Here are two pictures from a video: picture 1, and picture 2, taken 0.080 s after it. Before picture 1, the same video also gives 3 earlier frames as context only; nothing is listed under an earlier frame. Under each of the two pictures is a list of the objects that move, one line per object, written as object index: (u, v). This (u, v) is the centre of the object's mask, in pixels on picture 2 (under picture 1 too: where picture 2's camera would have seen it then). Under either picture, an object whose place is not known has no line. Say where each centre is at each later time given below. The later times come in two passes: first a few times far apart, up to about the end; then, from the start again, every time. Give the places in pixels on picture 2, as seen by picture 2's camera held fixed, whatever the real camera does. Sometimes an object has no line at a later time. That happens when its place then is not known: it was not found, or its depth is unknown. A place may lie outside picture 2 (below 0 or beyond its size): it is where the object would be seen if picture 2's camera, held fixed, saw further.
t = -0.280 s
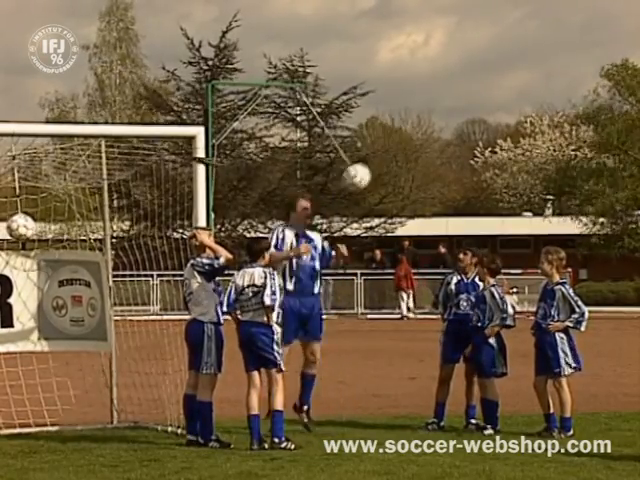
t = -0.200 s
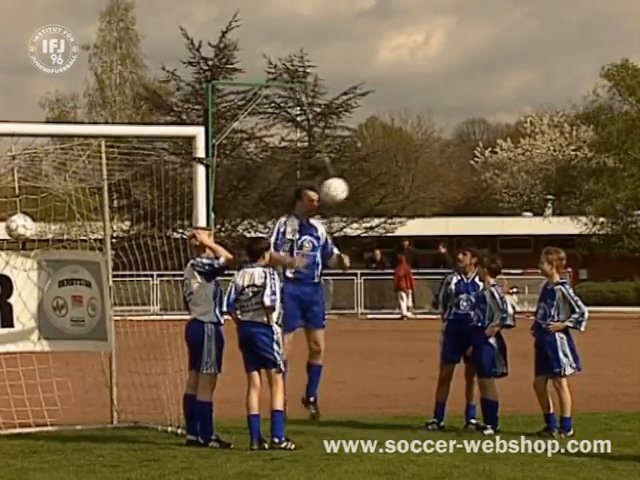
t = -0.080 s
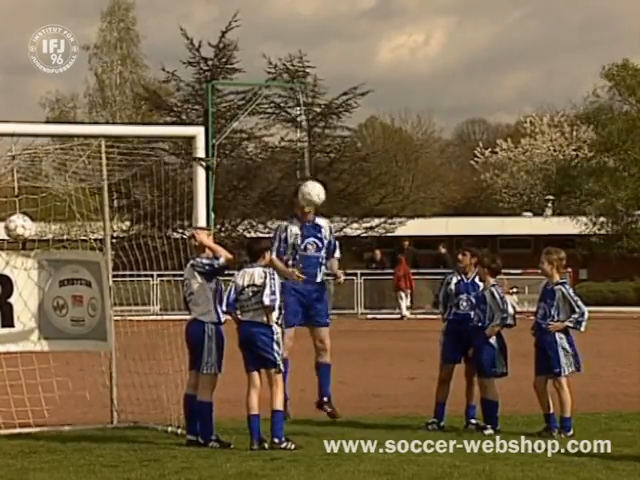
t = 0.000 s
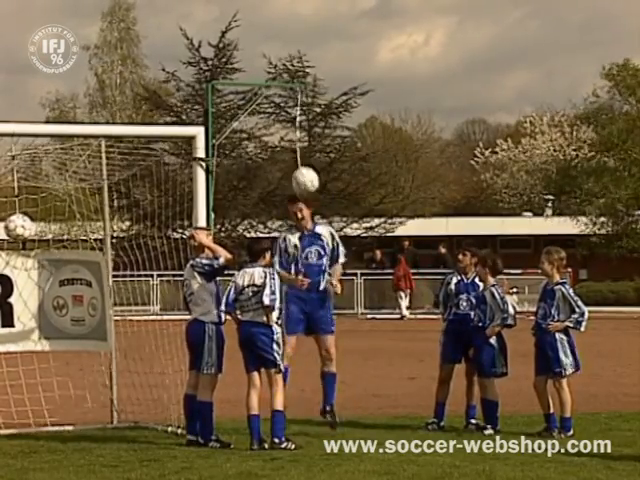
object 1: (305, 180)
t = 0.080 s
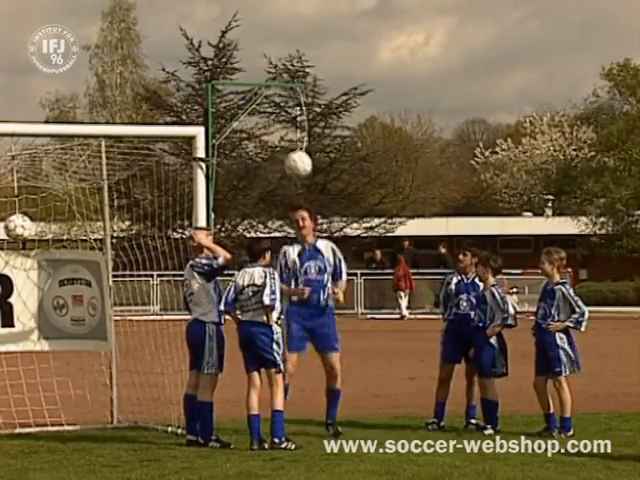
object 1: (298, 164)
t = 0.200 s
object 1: (289, 140)
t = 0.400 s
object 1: (278, 131)
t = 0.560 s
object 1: (270, 154)
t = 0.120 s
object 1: (295, 156)
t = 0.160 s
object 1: (292, 146)
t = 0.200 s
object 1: (289, 140)
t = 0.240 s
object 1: (285, 135)
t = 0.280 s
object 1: (282, 132)
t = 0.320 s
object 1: (281, 130)
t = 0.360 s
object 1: (280, 130)
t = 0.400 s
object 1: (278, 131)
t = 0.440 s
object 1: (276, 135)
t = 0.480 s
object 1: (273, 139)
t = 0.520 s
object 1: (272, 145)
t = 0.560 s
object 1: (270, 154)
